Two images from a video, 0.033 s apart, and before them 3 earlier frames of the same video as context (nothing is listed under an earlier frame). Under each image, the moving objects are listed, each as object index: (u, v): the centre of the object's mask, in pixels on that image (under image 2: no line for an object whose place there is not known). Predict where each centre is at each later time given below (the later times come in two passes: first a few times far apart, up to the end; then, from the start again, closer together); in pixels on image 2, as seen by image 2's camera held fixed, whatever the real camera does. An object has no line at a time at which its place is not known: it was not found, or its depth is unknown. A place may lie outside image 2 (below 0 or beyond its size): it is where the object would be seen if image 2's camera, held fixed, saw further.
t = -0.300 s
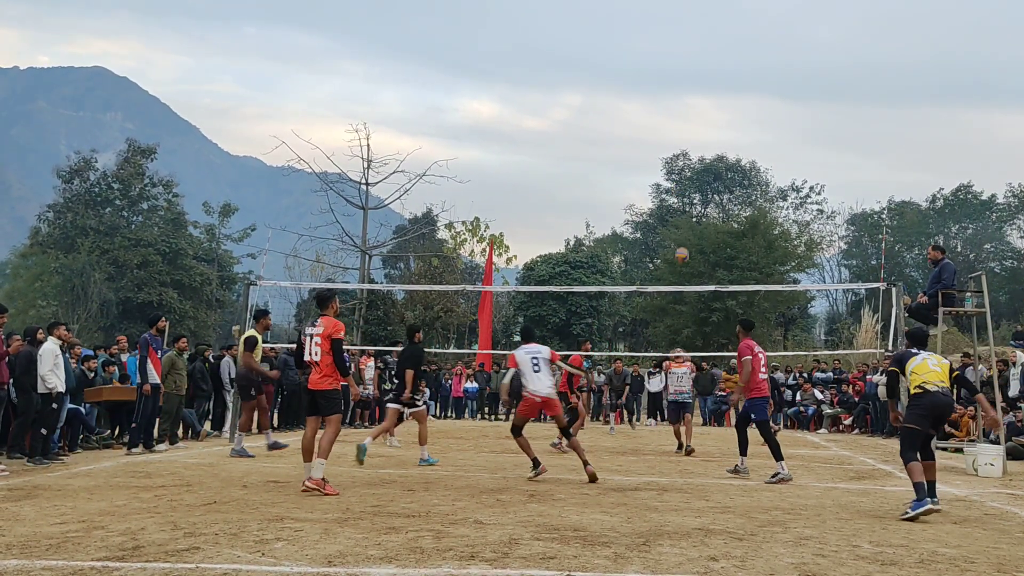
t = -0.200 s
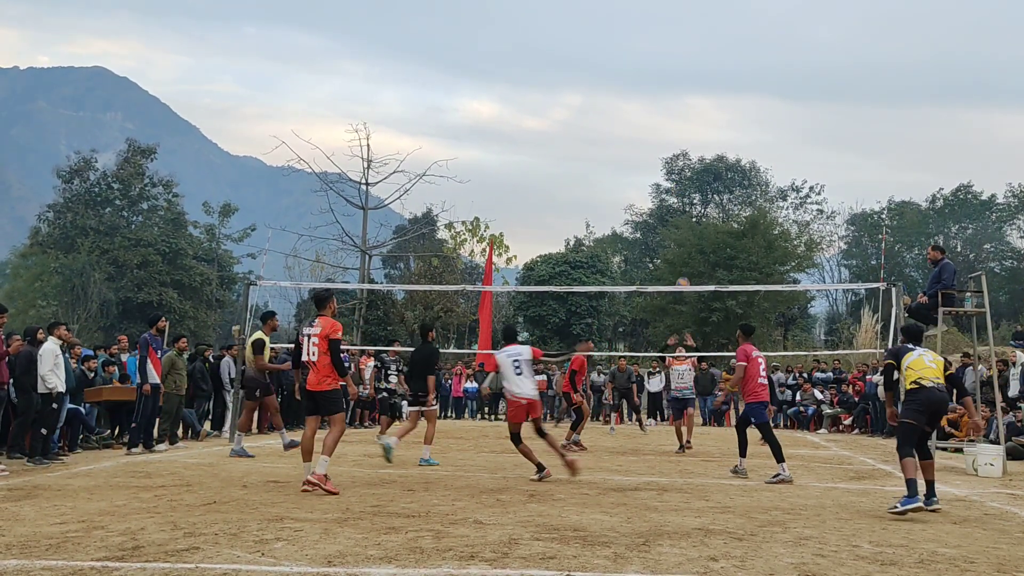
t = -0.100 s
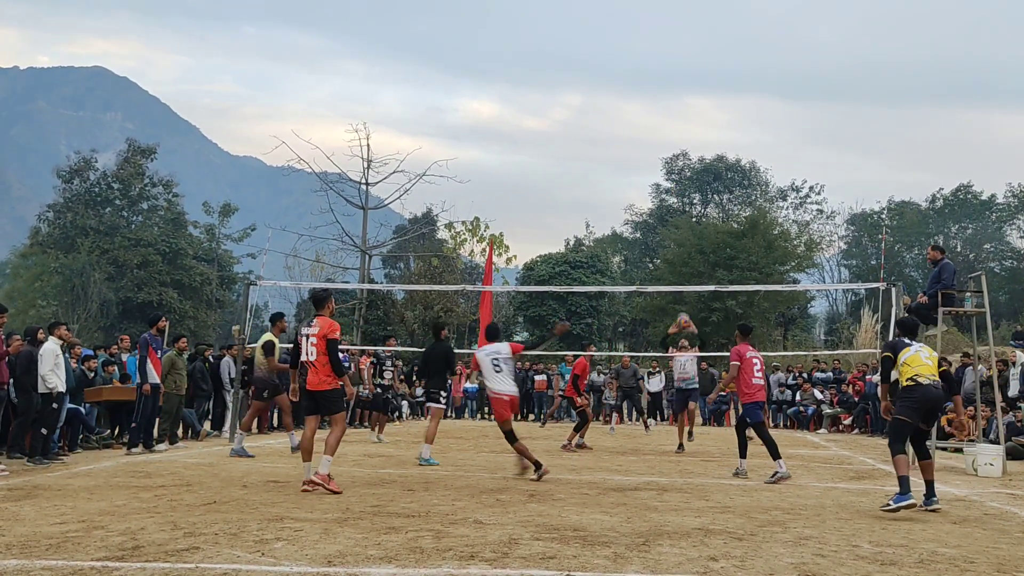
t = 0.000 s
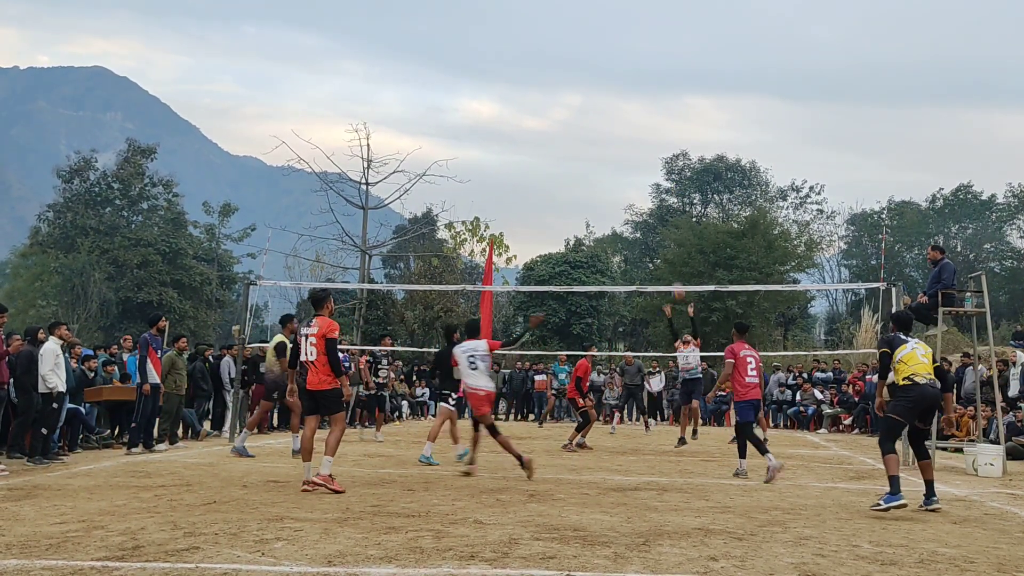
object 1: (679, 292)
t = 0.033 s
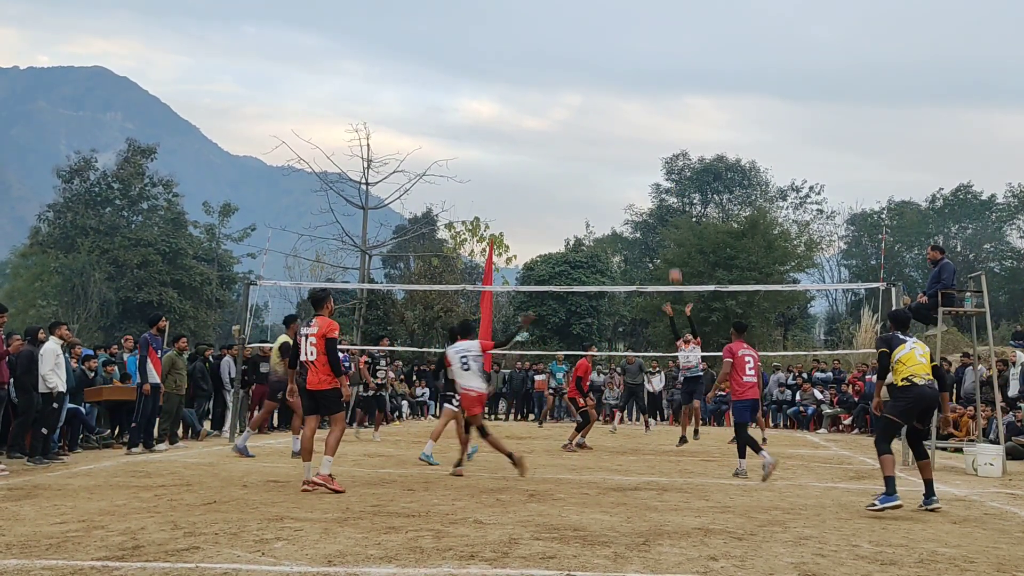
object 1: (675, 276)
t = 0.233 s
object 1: (661, 205)
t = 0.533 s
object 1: (636, 143)
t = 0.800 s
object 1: (614, 132)
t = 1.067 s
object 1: (591, 163)
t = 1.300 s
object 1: (572, 221)
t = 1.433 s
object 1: (561, 267)
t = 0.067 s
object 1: (673, 263)
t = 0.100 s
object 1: (671, 249)
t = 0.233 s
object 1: (661, 205)
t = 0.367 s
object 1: (649, 170)
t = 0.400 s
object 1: (646, 163)
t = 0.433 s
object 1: (643, 157)
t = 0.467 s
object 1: (641, 152)
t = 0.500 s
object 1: (638, 147)
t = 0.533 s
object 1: (636, 143)
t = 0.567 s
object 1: (633, 139)
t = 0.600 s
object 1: (630, 136)
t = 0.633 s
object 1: (627, 134)
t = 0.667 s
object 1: (625, 132)
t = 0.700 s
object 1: (622, 132)
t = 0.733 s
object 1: (619, 131)
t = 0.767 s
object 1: (617, 131)
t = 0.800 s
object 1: (614, 132)
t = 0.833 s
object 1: (611, 134)
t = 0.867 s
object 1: (608, 136)
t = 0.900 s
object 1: (606, 139)
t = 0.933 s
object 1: (603, 142)
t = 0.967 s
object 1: (600, 147)
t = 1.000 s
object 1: (597, 151)
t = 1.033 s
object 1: (594, 157)
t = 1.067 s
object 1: (591, 163)
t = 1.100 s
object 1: (588, 169)
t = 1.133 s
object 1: (586, 176)
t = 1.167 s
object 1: (583, 184)
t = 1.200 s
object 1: (581, 192)
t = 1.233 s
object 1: (578, 201)
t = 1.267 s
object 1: (575, 211)
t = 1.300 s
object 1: (572, 221)
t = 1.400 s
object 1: (564, 255)
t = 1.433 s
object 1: (561, 267)
